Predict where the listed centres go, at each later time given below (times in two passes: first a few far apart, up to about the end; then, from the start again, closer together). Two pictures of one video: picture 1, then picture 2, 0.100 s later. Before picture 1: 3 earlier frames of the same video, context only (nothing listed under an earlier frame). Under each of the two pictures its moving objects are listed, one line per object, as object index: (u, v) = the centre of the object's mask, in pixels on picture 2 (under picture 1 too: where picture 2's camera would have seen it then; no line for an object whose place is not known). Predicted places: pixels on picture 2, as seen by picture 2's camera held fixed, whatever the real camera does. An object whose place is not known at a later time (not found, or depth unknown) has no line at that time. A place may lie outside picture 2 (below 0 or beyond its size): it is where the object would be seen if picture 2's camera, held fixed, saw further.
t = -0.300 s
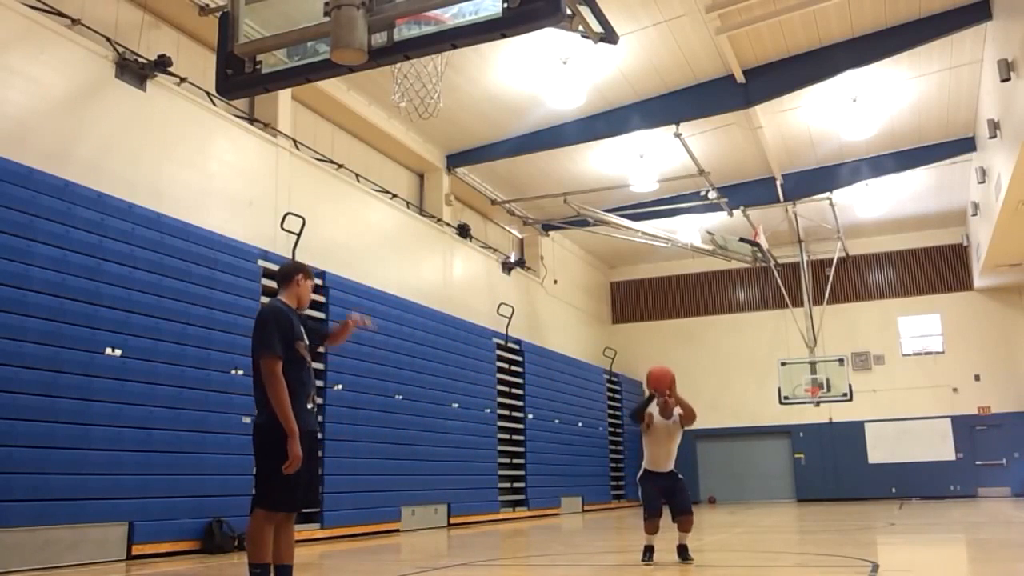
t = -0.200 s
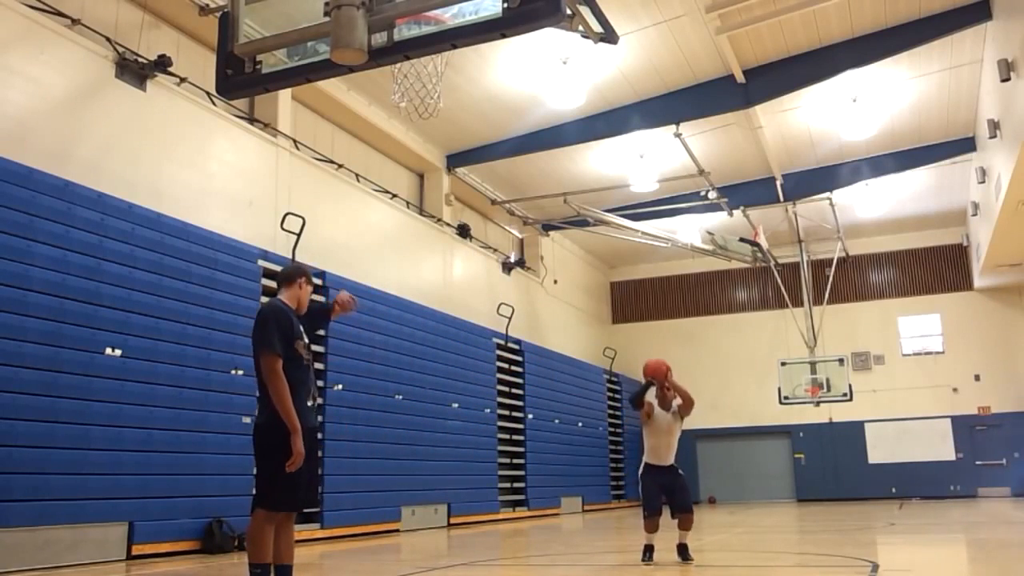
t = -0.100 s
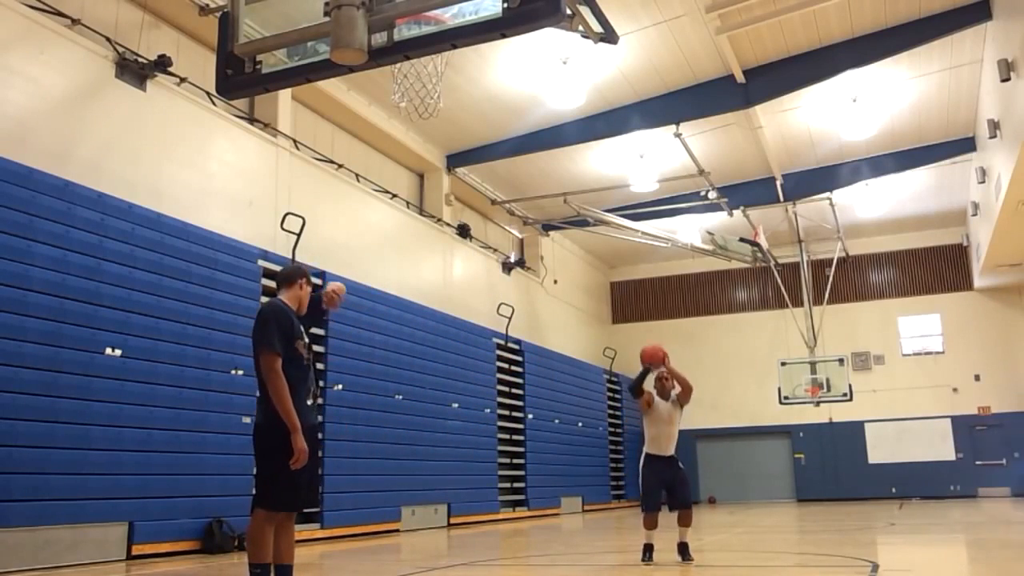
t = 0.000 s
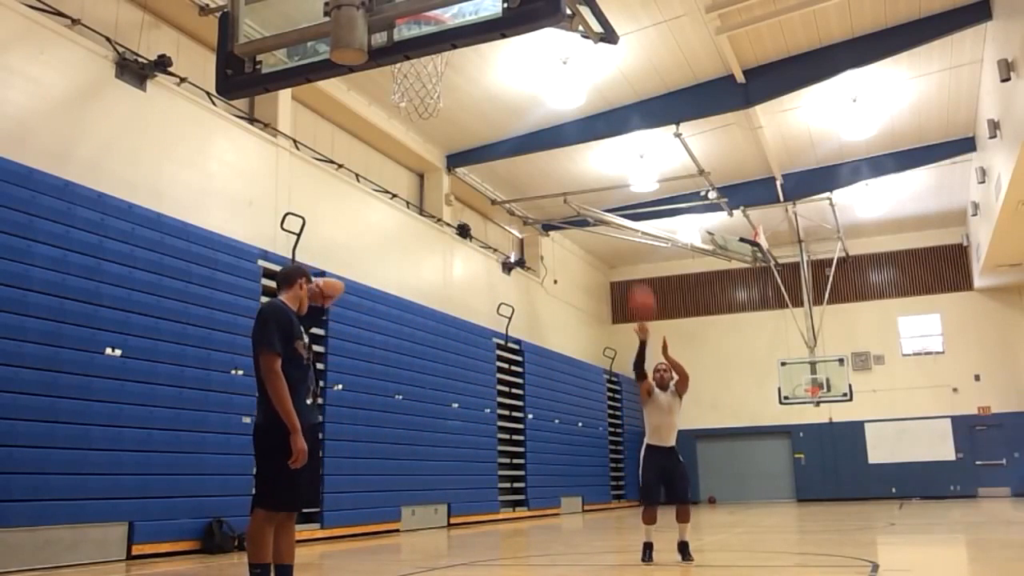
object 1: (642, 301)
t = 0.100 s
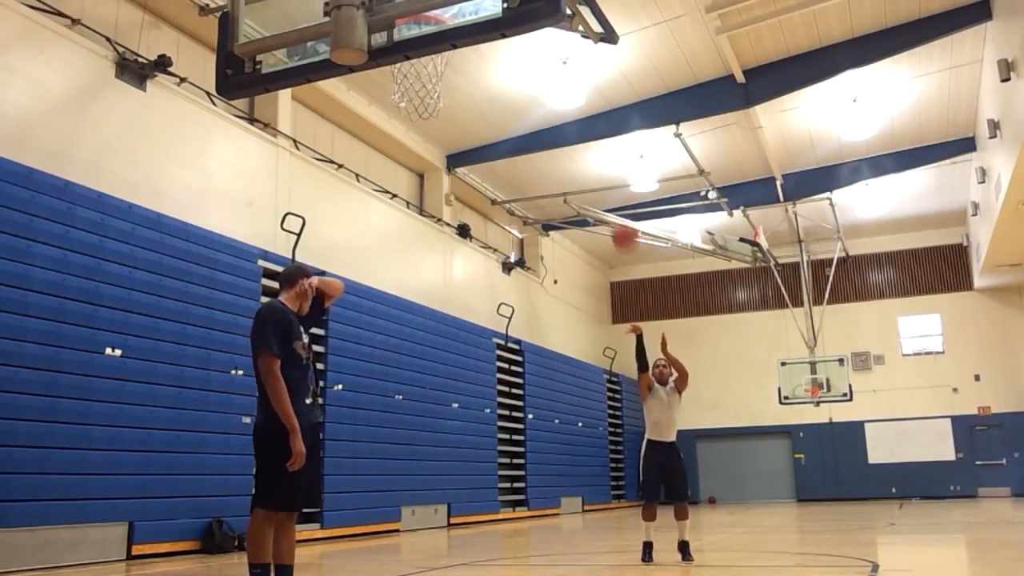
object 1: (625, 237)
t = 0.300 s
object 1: (588, 122)
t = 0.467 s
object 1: (553, 52)
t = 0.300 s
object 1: (588, 122)
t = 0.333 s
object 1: (582, 107)
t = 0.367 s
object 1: (575, 90)
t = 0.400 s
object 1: (566, 75)
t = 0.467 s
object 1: (553, 52)
